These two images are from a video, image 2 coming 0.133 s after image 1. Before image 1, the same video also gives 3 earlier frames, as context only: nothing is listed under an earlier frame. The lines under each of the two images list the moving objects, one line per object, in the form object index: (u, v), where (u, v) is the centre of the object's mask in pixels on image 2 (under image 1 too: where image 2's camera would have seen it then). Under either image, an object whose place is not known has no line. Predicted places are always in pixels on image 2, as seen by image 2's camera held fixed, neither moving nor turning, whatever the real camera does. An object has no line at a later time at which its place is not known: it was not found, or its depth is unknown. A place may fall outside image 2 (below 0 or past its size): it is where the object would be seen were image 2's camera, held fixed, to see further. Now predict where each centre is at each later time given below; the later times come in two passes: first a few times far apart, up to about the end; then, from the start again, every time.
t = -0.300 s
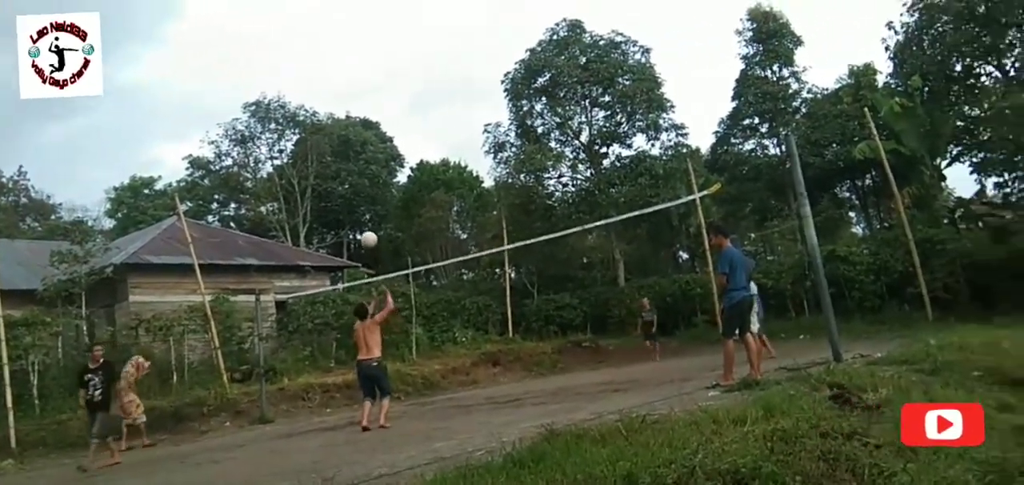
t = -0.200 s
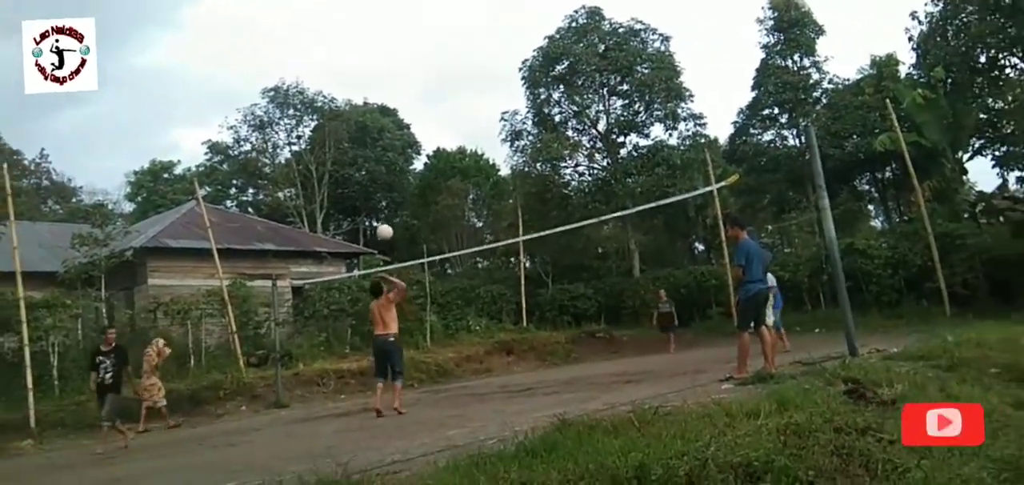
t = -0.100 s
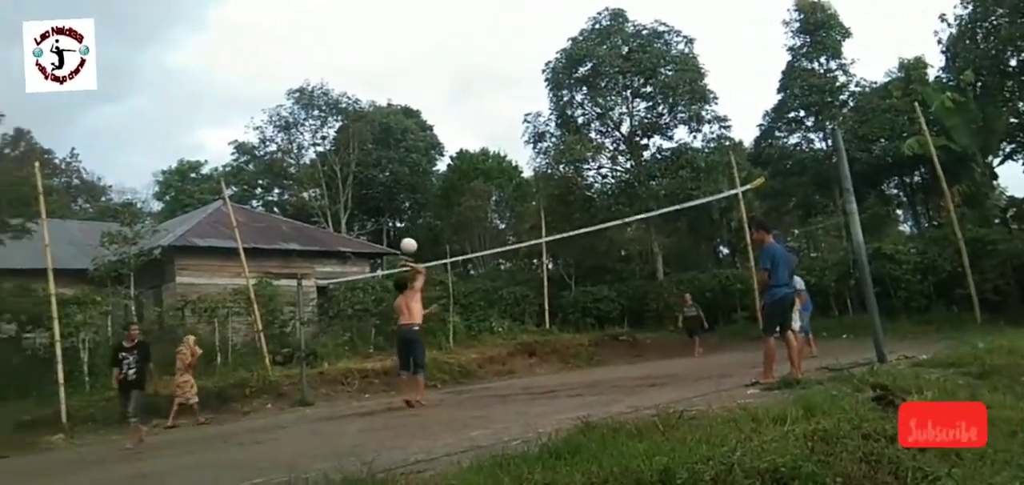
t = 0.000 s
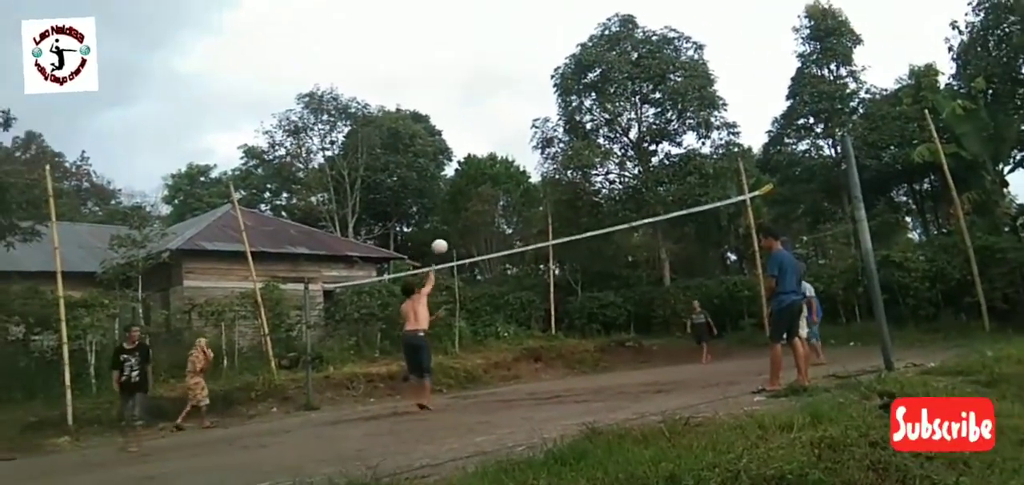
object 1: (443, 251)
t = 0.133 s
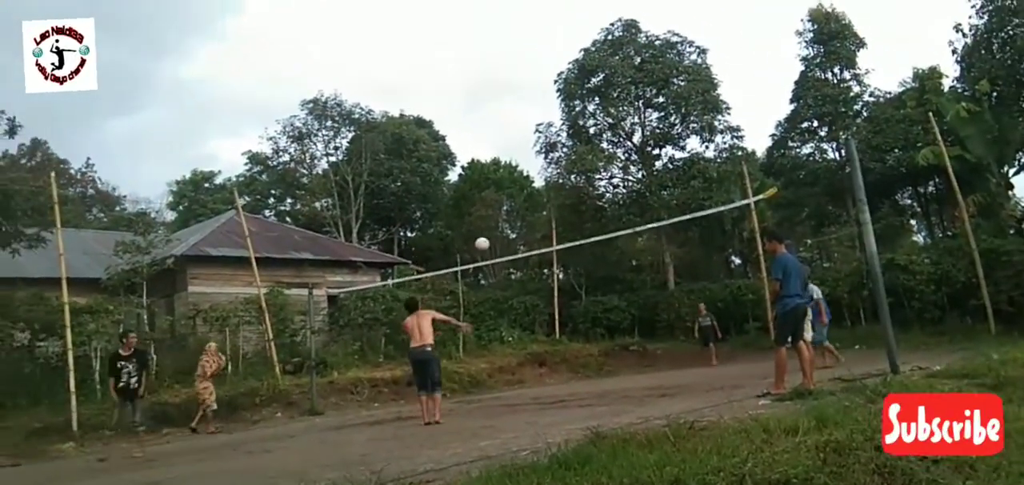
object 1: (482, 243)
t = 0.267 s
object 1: (514, 248)
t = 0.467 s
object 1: (553, 269)
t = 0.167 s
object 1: (490, 244)
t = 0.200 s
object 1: (498, 245)
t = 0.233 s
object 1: (506, 246)
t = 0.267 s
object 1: (514, 248)
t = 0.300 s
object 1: (521, 250)
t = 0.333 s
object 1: (528, 252)
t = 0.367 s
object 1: (534, 256)
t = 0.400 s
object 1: (541, 260)
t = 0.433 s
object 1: (547, 264)
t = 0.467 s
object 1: (553, 269)
